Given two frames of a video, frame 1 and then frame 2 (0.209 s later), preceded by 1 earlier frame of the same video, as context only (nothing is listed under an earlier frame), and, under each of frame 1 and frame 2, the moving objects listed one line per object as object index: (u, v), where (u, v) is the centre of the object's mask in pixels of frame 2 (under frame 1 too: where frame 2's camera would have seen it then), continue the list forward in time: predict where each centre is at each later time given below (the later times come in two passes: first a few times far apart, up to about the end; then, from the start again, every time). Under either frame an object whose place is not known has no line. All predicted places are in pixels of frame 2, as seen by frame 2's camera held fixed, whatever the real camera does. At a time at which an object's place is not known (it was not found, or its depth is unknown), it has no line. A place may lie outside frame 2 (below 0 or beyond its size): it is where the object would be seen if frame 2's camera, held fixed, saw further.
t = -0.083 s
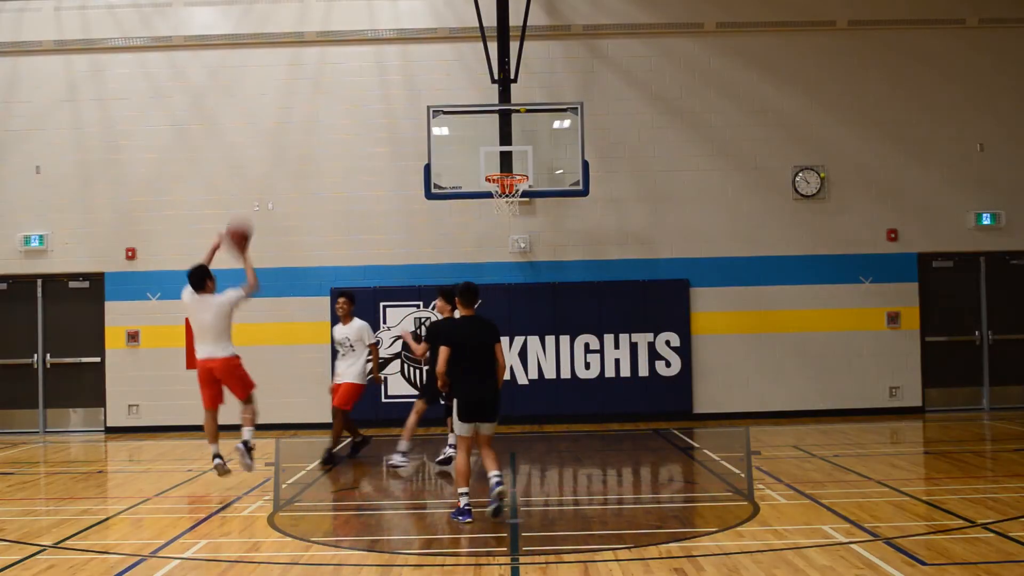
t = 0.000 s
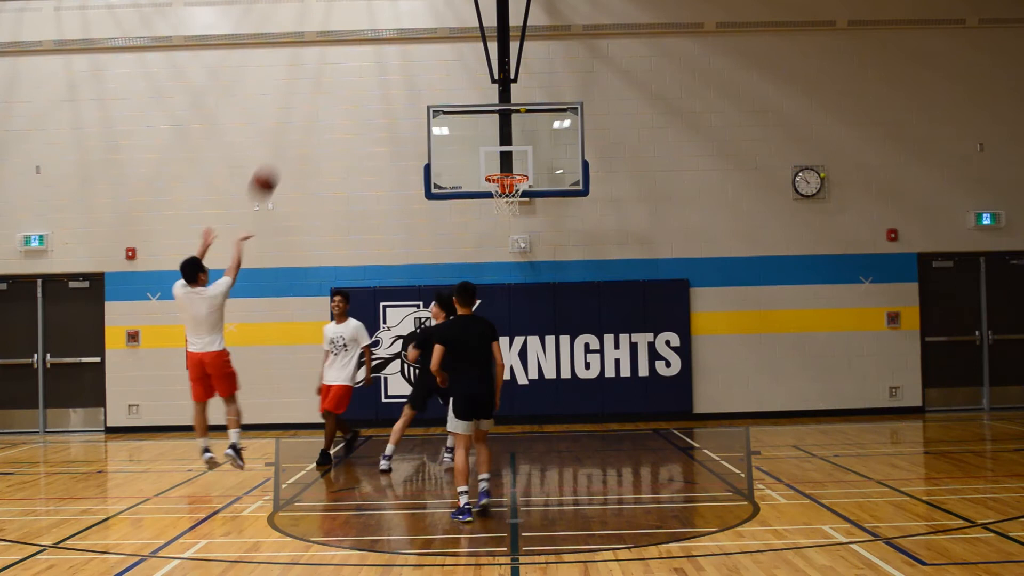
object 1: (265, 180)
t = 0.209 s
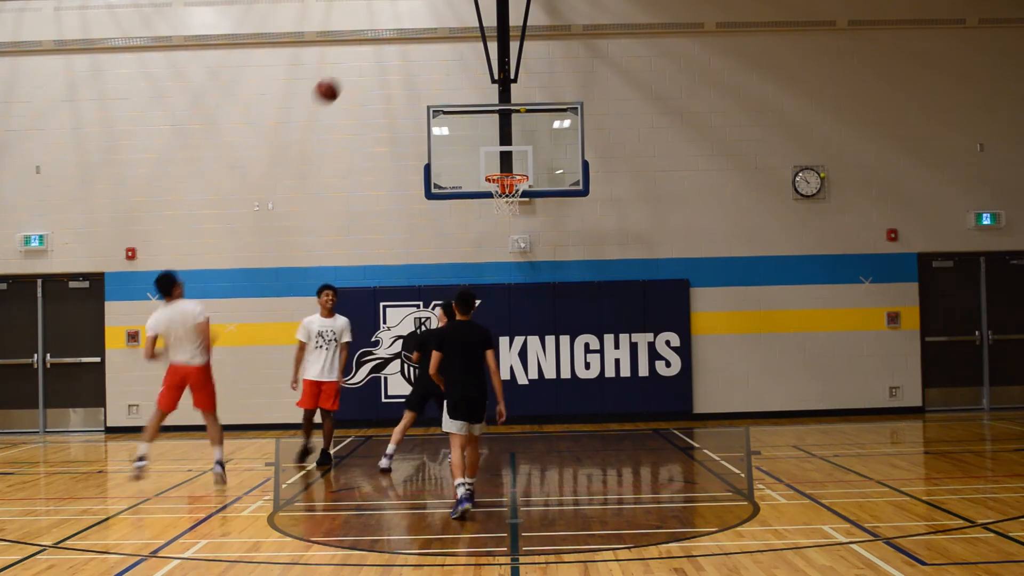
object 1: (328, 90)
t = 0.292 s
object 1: (353, 68)
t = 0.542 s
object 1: (415, 48)
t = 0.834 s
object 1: (480, 93)
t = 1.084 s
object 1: (530, 169)
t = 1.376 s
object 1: (589, 158)
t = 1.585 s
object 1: (617, 192)
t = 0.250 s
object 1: (341, 78)
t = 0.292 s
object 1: (353, 68)
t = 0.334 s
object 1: (363, 61)
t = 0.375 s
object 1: (374, 55)
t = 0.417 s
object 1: (384, 50)
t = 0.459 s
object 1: (395, 48)
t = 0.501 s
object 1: (405, 47)
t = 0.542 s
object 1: (415, 48)
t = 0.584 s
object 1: (425, 50)
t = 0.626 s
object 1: (434, 54)
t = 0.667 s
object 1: (444, 59)
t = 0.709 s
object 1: (453, 66)
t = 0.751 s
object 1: (463, 74)
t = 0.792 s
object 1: (472, 83)
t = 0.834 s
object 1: (480, 93)
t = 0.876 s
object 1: (490, 106)
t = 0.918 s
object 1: (496, 120)
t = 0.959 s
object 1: (506, 134)
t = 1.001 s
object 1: (515, 150)
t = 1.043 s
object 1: (524, 167)
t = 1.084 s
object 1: (530, 169)
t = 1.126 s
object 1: (539, 164)
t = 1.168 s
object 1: (548, 159)
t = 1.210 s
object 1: (558, 156)
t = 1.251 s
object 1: (567, 154)
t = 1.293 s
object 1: (575, 154)
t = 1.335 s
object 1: (583, 156)
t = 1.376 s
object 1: (589, 158)
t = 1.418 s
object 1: (594, 162)
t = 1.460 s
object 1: (600, 168)
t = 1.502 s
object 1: (606, 174)
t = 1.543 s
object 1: (611, 182)
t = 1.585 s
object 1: (617, 192)
